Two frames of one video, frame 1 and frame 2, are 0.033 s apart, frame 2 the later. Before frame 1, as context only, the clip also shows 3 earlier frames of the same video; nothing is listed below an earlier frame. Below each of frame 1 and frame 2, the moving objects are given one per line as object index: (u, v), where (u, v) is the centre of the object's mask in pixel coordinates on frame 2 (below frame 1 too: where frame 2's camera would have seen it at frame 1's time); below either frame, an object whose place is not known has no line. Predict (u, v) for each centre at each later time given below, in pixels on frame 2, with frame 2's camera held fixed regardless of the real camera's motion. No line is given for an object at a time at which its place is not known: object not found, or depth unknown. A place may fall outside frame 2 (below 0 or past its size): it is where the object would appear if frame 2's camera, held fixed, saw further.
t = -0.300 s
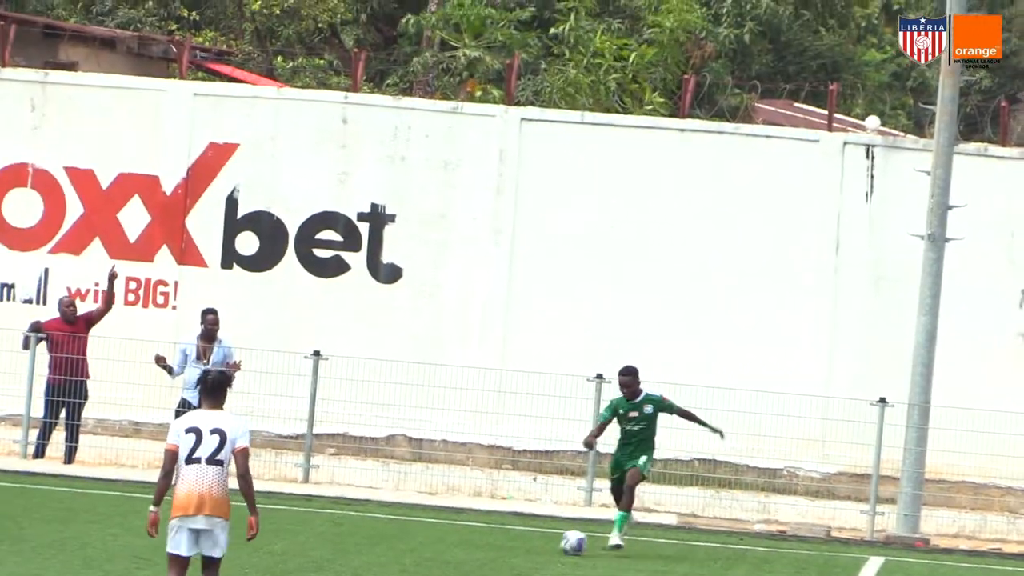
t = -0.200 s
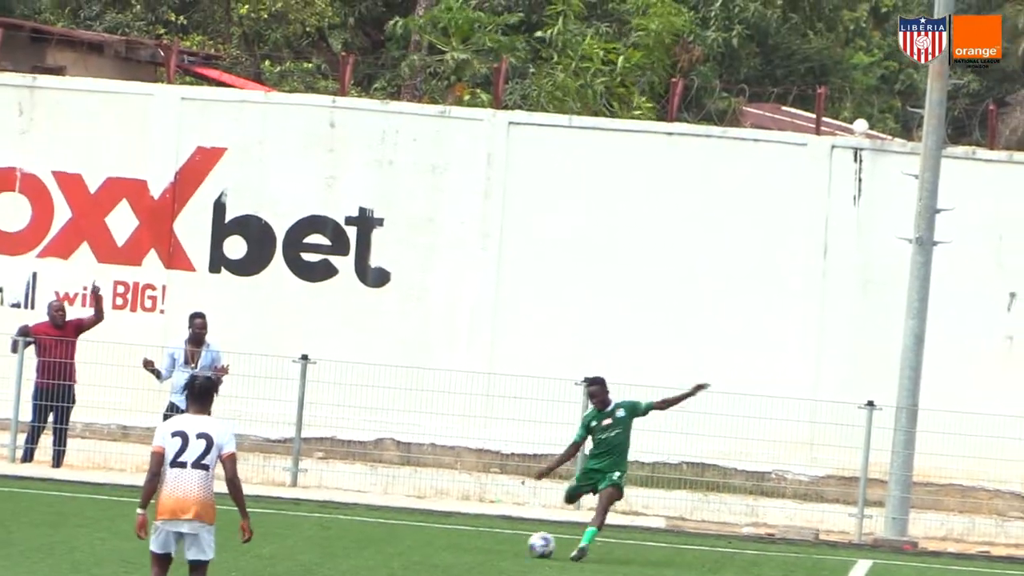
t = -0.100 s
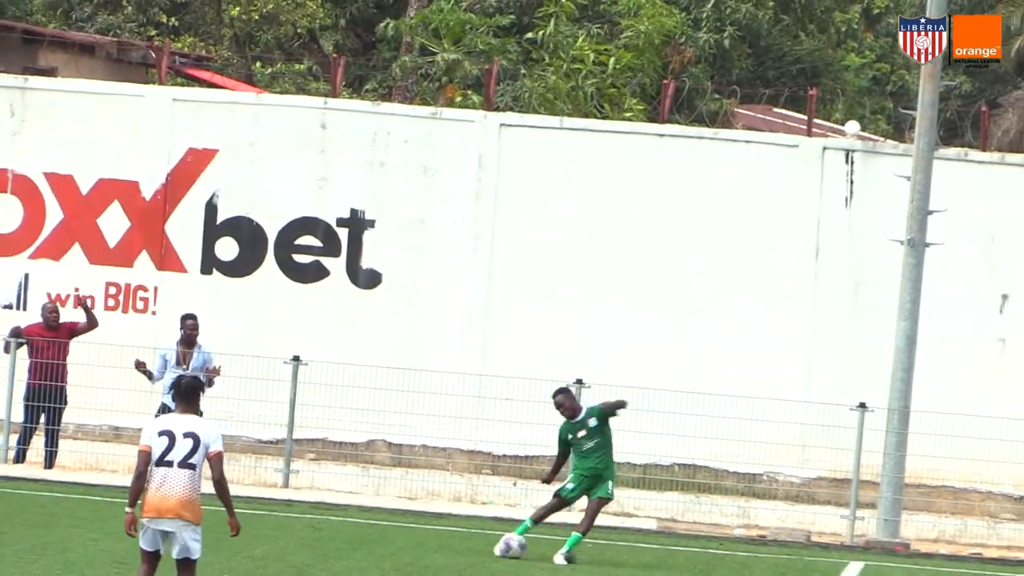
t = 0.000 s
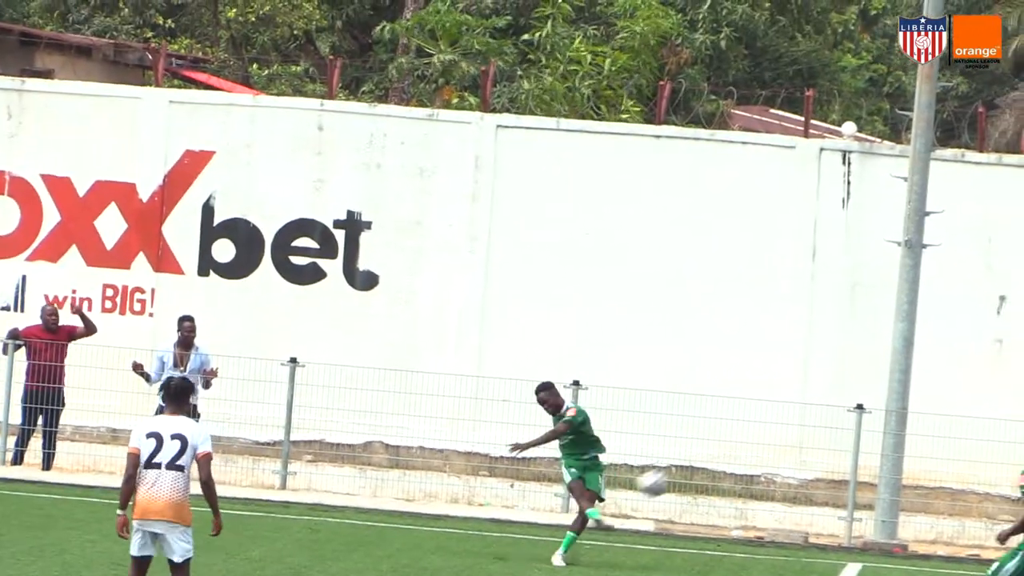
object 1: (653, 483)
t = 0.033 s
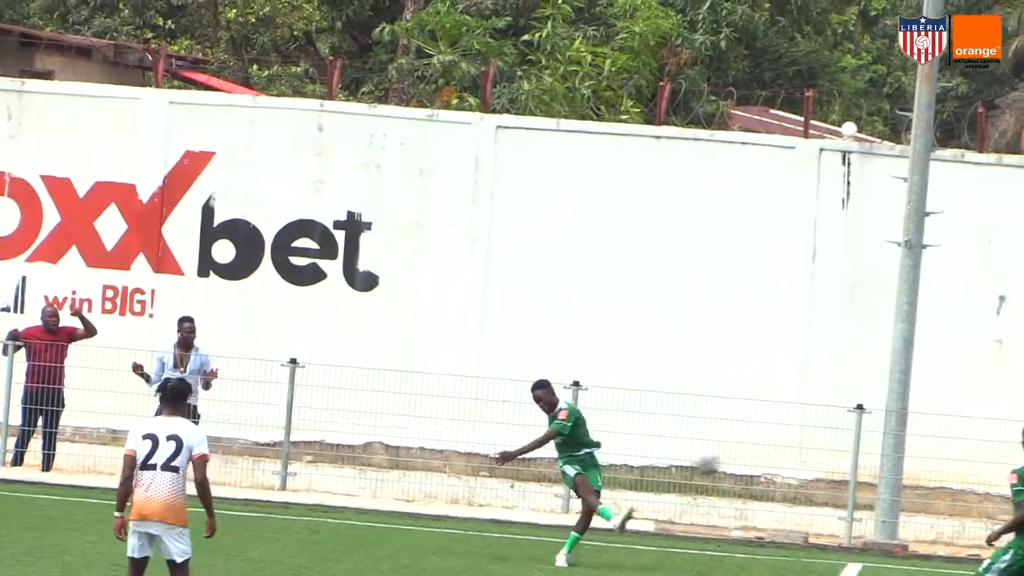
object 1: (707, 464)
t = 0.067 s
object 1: (759, 441)
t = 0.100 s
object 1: (813, 418)
